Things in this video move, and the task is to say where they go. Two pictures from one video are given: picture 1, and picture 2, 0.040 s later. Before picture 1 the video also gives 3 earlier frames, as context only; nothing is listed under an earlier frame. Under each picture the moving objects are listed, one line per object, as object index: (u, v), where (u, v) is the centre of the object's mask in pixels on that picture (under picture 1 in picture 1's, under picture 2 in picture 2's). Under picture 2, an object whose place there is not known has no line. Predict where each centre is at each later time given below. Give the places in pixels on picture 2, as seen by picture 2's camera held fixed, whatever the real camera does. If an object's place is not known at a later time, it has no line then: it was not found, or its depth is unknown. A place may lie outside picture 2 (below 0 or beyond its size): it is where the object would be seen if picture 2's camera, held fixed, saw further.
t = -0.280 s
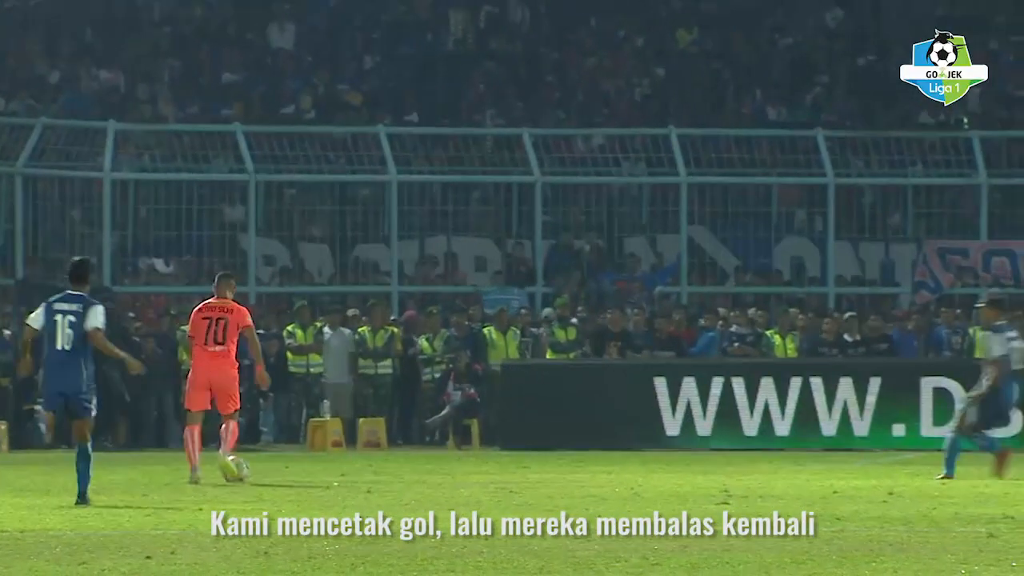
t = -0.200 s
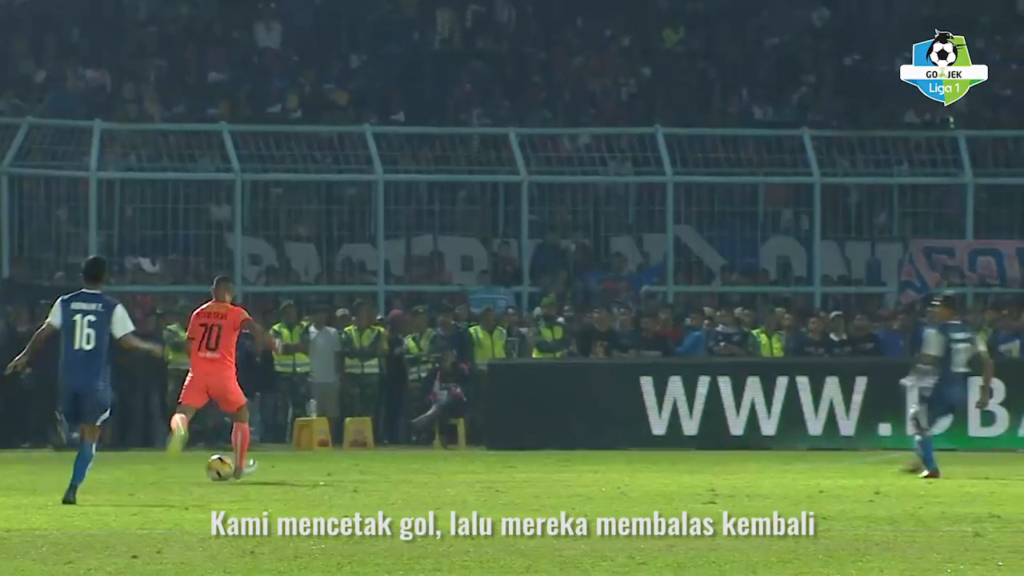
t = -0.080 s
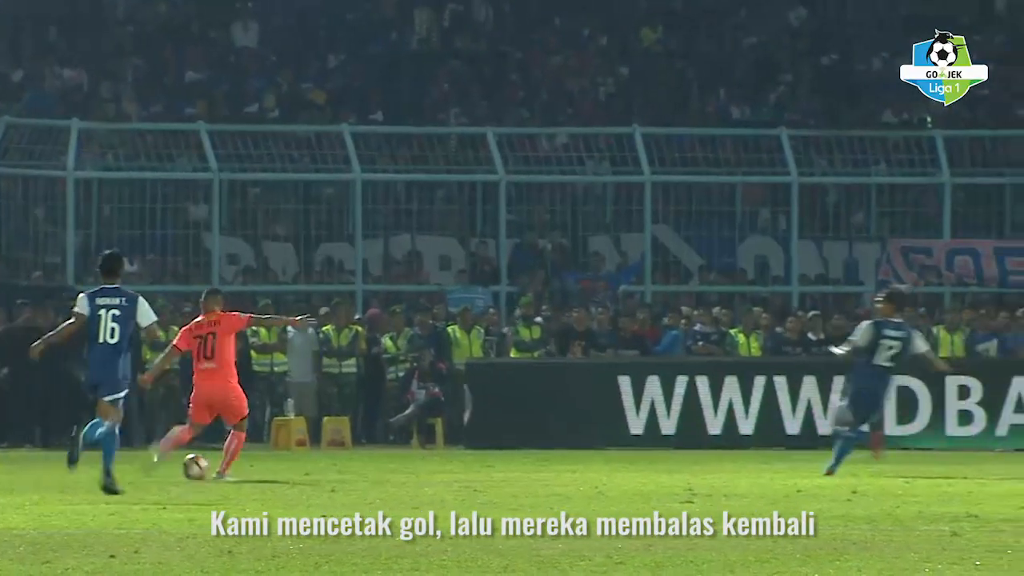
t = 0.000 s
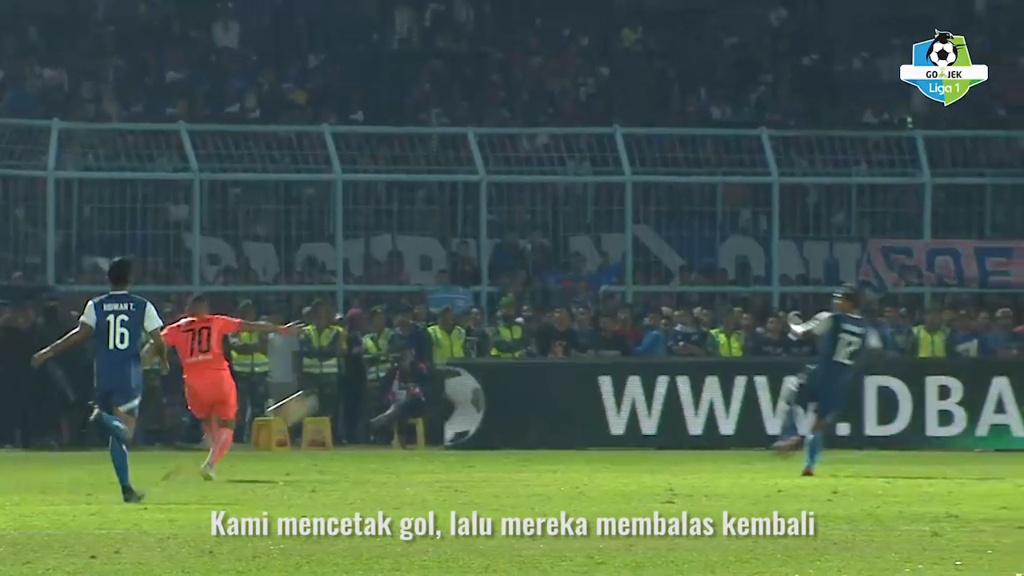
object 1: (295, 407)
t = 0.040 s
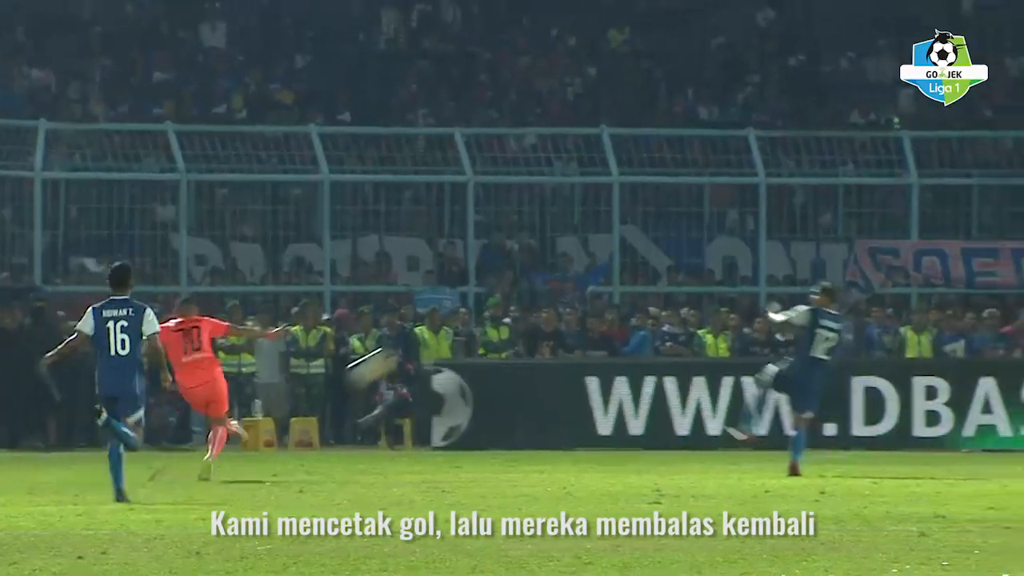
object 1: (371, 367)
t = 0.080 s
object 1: (462, 326)
